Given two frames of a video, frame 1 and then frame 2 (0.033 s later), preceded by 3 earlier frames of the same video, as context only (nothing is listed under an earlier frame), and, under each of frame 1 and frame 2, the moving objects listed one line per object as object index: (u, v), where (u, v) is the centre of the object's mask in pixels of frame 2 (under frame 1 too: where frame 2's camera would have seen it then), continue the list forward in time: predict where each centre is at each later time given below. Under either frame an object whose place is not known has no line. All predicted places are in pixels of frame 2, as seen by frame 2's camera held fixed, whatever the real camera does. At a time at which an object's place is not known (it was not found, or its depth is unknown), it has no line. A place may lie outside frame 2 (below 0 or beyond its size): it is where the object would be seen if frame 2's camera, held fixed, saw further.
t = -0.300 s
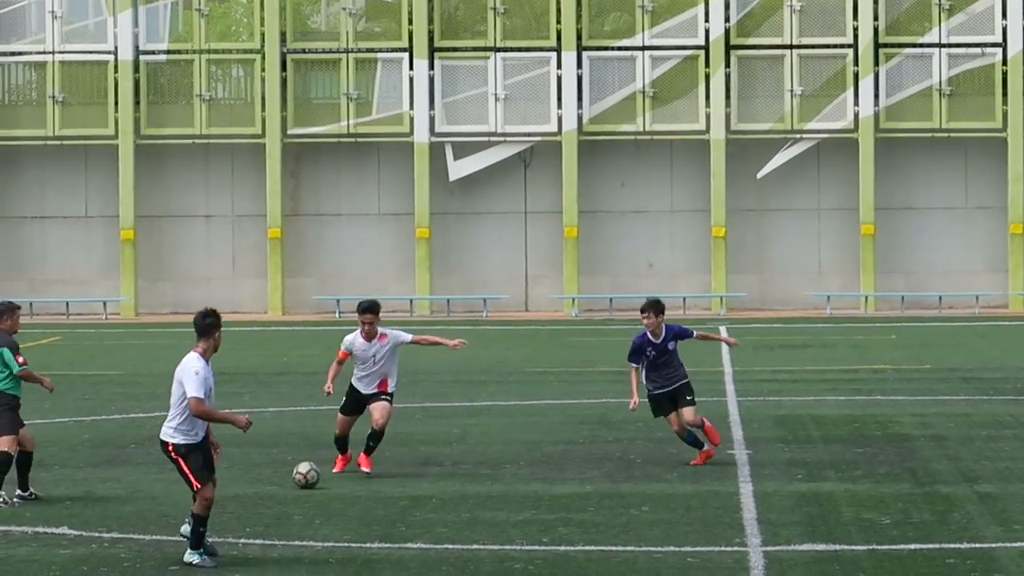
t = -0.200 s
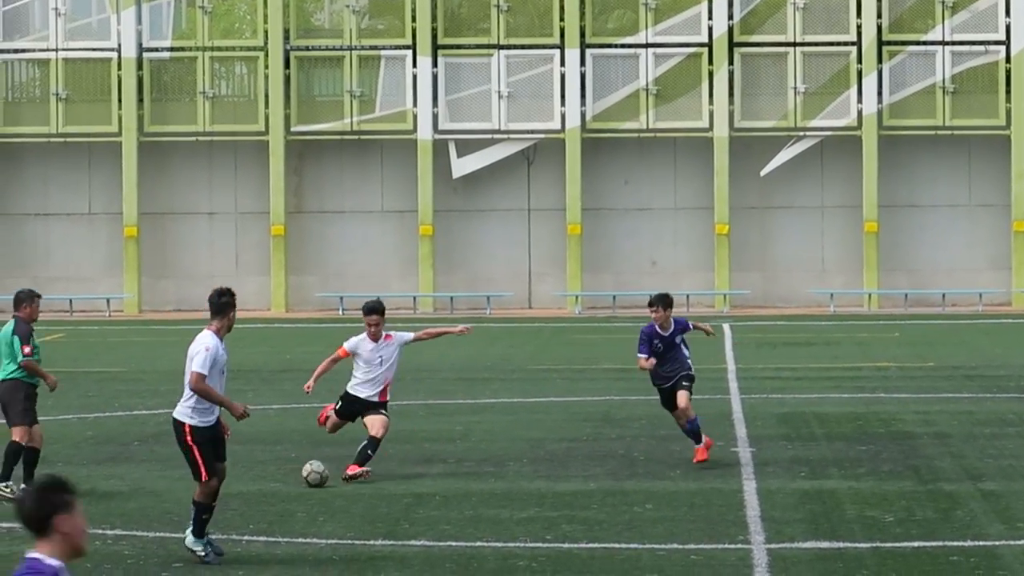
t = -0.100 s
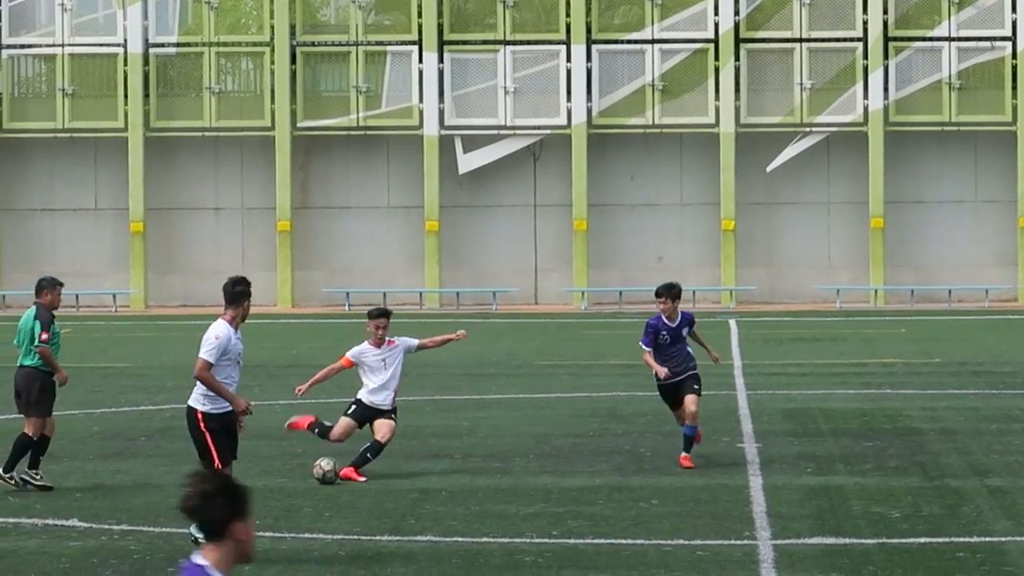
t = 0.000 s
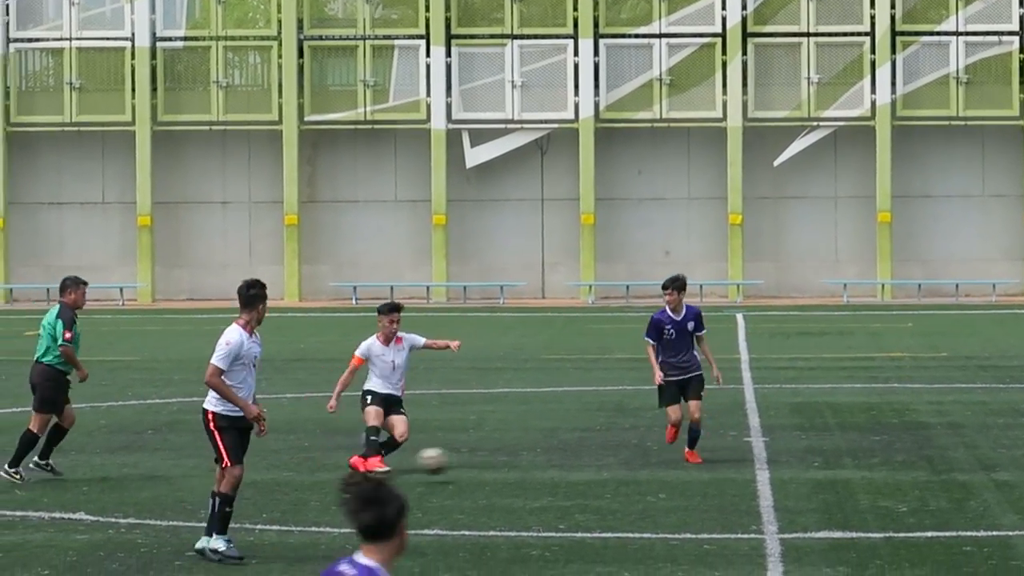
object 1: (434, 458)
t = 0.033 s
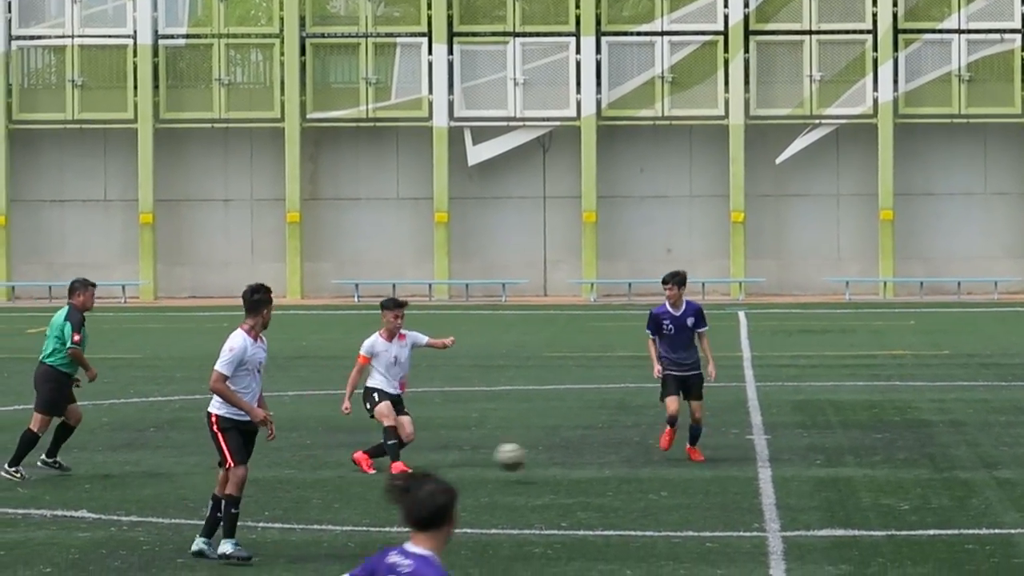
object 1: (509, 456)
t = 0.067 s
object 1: (584, 455)
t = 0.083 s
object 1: (623, 456)
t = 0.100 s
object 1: (659, 456)
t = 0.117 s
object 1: (698, 456)
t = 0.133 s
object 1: (738, 457)
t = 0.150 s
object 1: (778, 460)
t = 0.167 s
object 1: (817, 459)
